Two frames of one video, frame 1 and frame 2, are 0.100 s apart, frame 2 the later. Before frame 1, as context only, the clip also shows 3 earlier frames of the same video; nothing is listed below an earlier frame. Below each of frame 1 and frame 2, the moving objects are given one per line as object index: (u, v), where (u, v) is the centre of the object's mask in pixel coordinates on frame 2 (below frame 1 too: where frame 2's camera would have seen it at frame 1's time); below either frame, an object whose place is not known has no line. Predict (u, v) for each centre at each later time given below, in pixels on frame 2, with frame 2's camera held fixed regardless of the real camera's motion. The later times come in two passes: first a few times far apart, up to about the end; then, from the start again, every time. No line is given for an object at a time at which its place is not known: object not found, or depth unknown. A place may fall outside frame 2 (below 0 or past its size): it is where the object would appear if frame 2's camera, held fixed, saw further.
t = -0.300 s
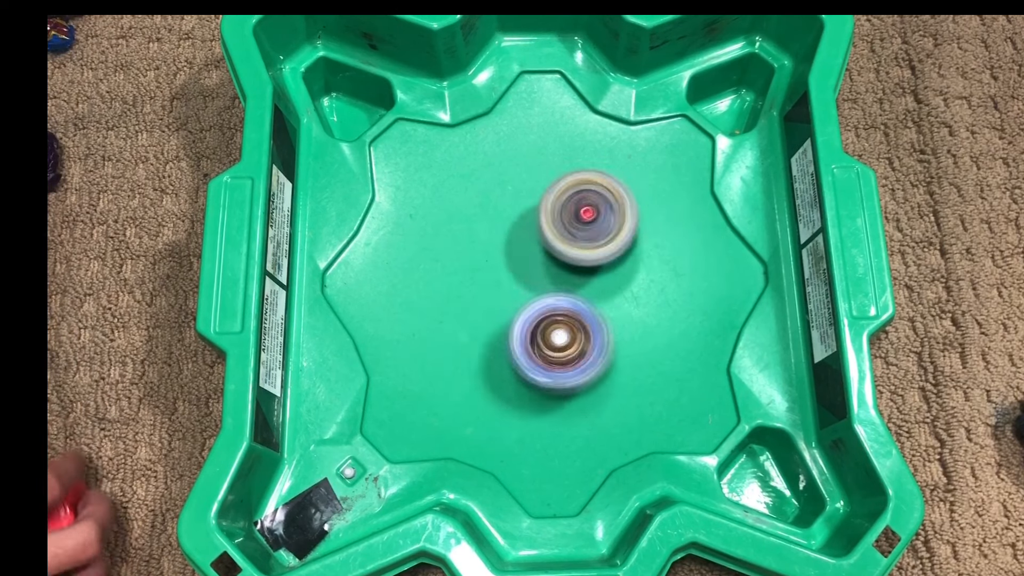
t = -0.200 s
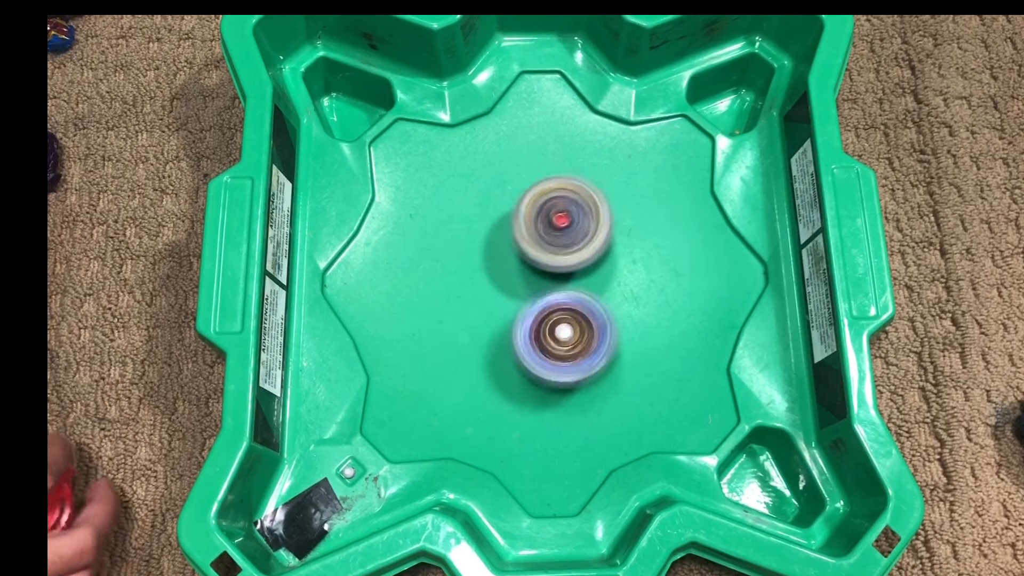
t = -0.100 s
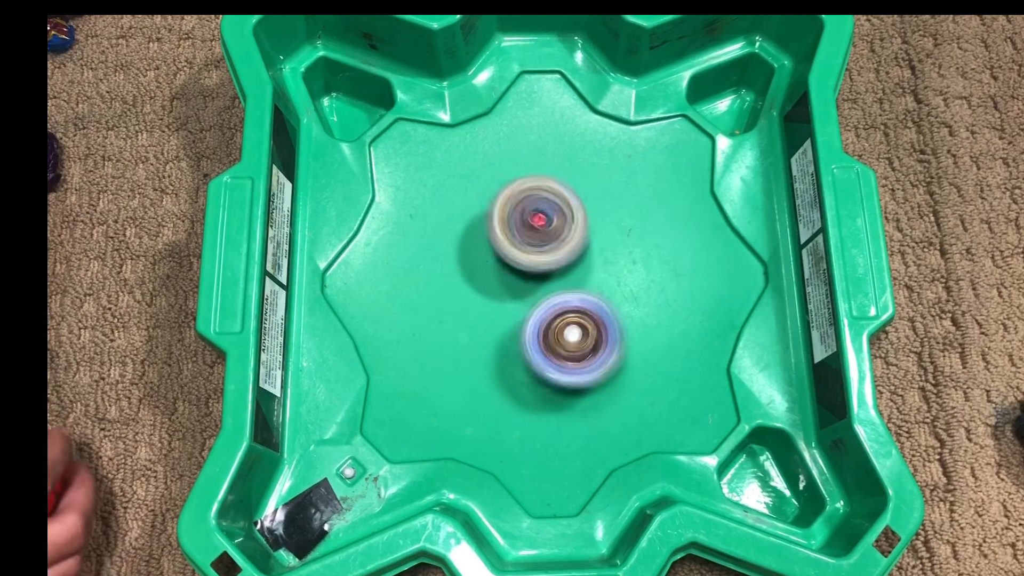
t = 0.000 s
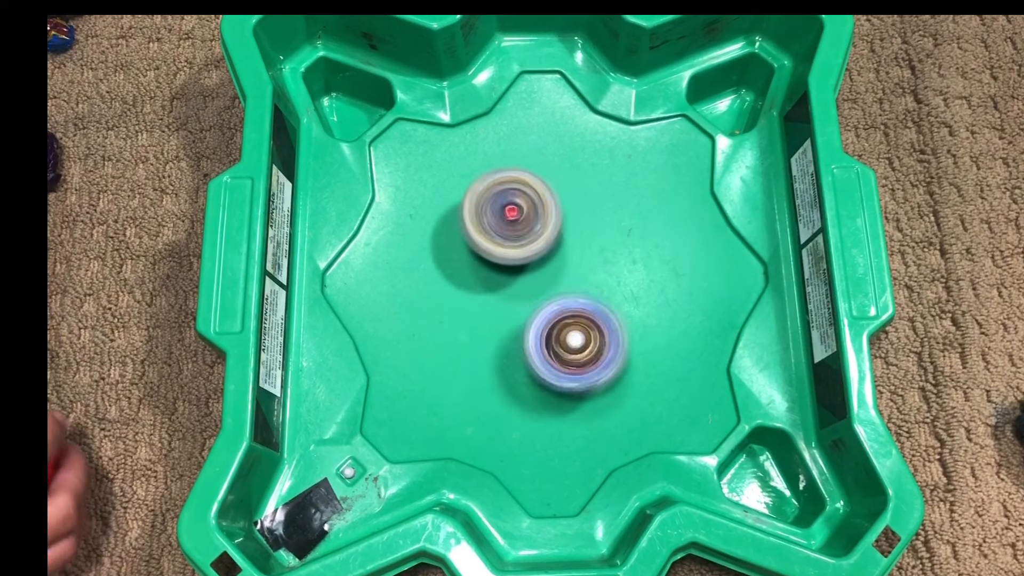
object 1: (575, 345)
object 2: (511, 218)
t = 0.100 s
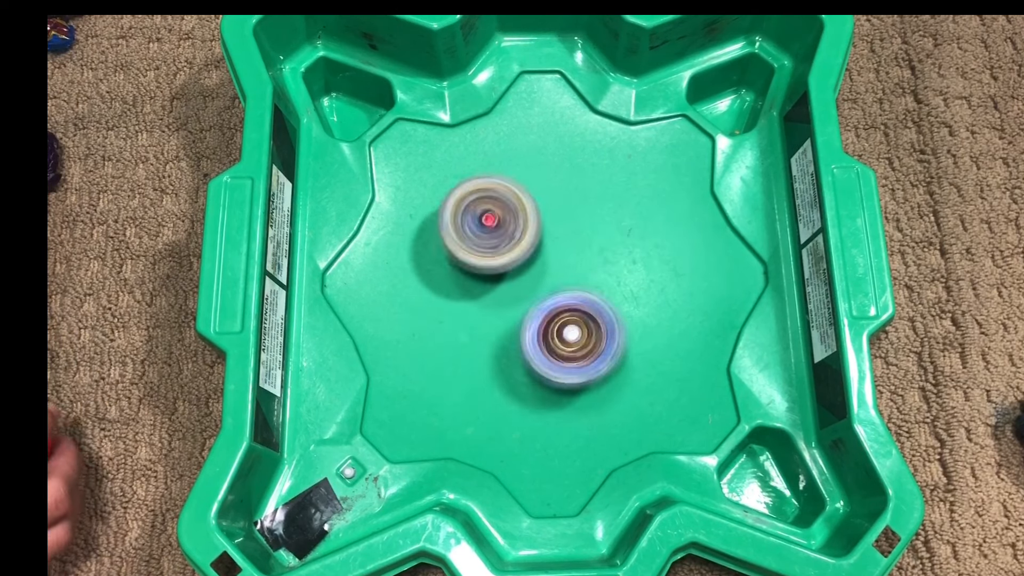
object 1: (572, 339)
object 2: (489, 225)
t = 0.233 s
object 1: (568, 317)
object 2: (482, 253)
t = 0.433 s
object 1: (613, 303)
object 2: (432, 243)
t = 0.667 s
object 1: (621, 280)
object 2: (457, 260)
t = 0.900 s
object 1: (631, 242)
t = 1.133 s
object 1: (648, 216)
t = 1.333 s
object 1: (604, 229)
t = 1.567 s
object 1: (551, 218)
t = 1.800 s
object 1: (515, 241)
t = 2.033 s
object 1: (501, 265)
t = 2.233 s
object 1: (515, 271)
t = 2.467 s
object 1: (517, 236)
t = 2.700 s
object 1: (531, 223)
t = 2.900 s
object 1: (536, 237)
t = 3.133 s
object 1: (528, 237)
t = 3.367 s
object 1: (513, 234)
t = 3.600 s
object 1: (493, 219)
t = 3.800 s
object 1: (506, 246)
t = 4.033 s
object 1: (509, 243)
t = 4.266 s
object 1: (507, 241)
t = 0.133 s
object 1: (571, 334)
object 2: (484, 230)
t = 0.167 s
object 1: (570, 330)
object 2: (482, 238)
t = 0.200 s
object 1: (568, 323)
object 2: (481, 244)
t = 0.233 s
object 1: (568, 317)
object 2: (482, 253)
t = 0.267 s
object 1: (575, 312)
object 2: (477, 252)
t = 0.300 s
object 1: (585, 310)
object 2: (467, 251)
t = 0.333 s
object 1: (592, 308)
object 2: (458, 247)
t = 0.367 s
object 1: (600, 308)
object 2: (449, 246)
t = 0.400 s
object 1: (606, 304)
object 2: (440, 244)
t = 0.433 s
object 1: (613, 303)
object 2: (432, 243)
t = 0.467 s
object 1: (617, 299)
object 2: (427, 242)
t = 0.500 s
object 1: (622, 298)
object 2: (426, 245)
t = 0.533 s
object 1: (623, 293)
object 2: (428, 247)
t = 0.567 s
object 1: (624, 293)
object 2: (429, 249)
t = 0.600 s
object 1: (624, 287)
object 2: (438, 254)
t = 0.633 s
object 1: (623, 286)
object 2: (445, 257)
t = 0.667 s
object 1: (621, 280)
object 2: (457, 260)
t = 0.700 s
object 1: (617, 278)
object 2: (468, 264)
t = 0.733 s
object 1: (613, 272)
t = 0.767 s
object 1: (608, 270)
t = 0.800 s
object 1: (605, 264)
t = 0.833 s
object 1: (615, 252)
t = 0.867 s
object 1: (623, 247)
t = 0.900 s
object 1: (631, 242)
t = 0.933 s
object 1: (640, 237)
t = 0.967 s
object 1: (644, 230)
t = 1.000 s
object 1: (648, 229)
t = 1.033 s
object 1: (652, 222)
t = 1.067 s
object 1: (651, 220)
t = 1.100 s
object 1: (652, 218)
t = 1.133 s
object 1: (648, 216)
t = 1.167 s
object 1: (644, 218)
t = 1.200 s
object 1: (639, 217)
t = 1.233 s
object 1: (631, 220)
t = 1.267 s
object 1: (623, 222)
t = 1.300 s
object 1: (612, 224)
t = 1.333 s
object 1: (604, 229)
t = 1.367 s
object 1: (595, 234)
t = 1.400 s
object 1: (586, 237)
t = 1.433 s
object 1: (574, 230)
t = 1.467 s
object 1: (564, 226)
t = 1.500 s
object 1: (562, 227)
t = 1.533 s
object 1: (560, 221)
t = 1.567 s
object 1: (551, 218)
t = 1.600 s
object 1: (541, 219)
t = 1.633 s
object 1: (537, 223)
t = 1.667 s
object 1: (535, 223)
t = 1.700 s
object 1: (525, 223)
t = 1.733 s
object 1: (517, 229)
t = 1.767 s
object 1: (516, 239)
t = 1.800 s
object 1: (515, 241)
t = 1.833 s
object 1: (508, 243)
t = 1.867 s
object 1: (506, 253)
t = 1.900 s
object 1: (506, 264)
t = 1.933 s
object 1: (505, 264)
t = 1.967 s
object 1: (501, 263)
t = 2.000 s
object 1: (500, 265)
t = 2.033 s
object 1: (501, 265)
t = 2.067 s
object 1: (504, 265)
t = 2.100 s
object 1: (503, 267)
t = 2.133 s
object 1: (505, 268)
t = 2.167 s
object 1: (510, 270)
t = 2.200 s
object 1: (513, 270)
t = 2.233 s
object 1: (515, 271)
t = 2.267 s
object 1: (513, 264)
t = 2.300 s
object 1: (512, 261)
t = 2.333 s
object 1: (514, 260)
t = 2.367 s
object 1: (520, 255)
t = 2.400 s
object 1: (523, 244)
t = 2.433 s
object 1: (519, 236)
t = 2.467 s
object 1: (517, 236)
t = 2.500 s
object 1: (522, 237)
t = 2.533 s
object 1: (526, 229)
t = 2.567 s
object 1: (524, 223)
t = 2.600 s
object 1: (523, 225)
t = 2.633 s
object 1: (527, 225)
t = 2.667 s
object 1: (530, 223)
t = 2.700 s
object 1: (531, 223)
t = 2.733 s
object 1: (531, 225)
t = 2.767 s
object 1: (534, 230)
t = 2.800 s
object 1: (537, 232)
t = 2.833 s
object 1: (542, 236)
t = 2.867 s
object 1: (540, 238)
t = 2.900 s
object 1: (536, 237)
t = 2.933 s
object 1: (531, 240)
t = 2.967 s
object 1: (534, 240)
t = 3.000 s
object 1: (537, 237)
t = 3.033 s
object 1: (536, 232)
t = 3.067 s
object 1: (531, 229)
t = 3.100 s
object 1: (526, 233)
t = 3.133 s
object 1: (528, 237)
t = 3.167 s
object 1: (531, 239)
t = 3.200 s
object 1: (531, 236)
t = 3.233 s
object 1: (528, 238)
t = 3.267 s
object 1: (523, 240)
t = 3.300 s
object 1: (519, 237)
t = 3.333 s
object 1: (516, 232)
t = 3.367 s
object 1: (513, 234)
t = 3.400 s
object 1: (515, 235)
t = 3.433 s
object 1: (518, 235)
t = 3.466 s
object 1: (523, 232)
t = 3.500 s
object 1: (521, 226)
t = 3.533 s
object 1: (514, 218)
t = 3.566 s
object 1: (505, 214)
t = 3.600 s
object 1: (493, 219)
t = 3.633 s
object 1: (487, 228)
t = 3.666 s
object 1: (486, 236)
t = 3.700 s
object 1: (490, 238)
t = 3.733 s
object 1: (496, 242)
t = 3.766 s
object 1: (503, 246)
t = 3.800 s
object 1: (506, 246)
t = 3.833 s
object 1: (510, 243)
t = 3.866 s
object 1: (512, 241)
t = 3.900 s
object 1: (512, 242)
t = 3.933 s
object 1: (511, 242)
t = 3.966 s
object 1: (511, 242)
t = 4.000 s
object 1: (510, 243)
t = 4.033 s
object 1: (509, 243)
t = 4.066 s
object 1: (509, 243)
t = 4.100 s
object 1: (508, 242)
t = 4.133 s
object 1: (508, 242)
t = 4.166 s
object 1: (508, 242)
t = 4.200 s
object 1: (508, 241)
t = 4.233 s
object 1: (508, 241)
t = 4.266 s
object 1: (507, 241)
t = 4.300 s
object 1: (507, 240)
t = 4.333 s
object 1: (508, 240)
